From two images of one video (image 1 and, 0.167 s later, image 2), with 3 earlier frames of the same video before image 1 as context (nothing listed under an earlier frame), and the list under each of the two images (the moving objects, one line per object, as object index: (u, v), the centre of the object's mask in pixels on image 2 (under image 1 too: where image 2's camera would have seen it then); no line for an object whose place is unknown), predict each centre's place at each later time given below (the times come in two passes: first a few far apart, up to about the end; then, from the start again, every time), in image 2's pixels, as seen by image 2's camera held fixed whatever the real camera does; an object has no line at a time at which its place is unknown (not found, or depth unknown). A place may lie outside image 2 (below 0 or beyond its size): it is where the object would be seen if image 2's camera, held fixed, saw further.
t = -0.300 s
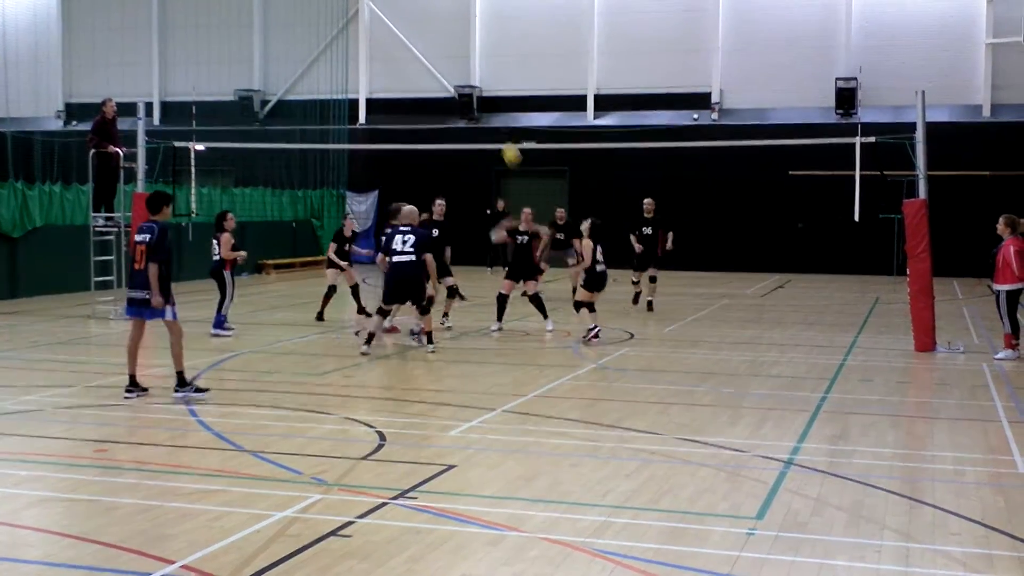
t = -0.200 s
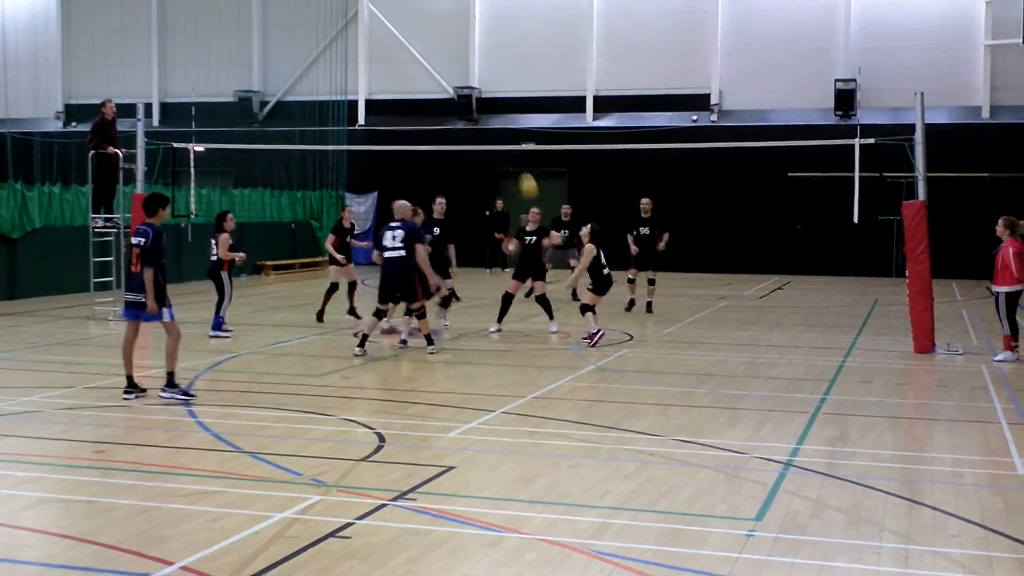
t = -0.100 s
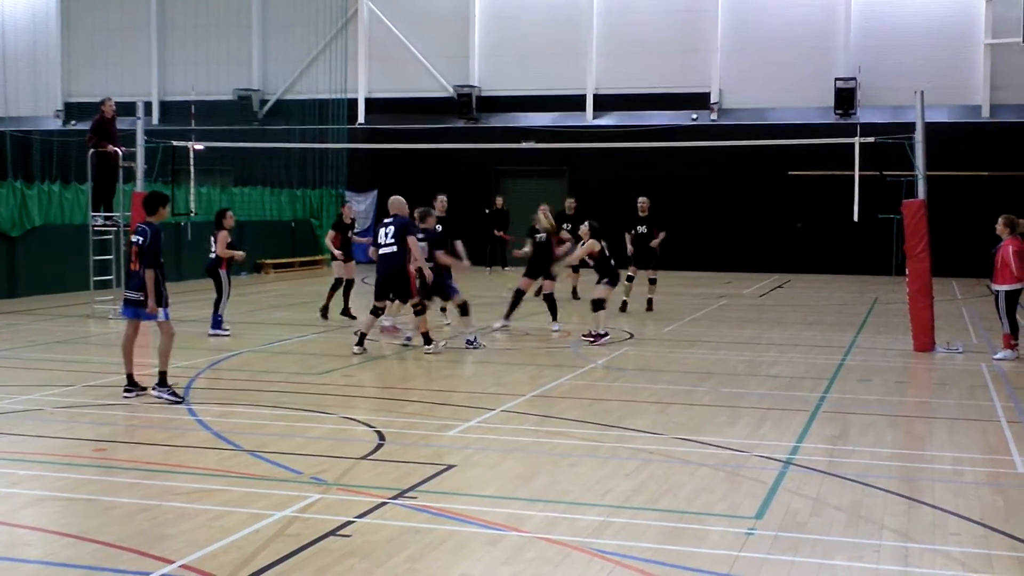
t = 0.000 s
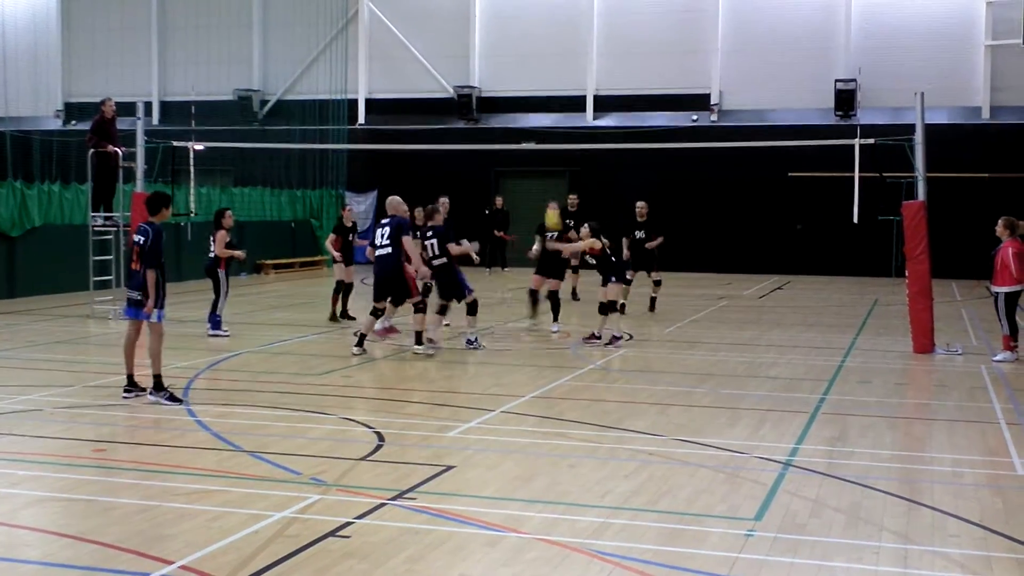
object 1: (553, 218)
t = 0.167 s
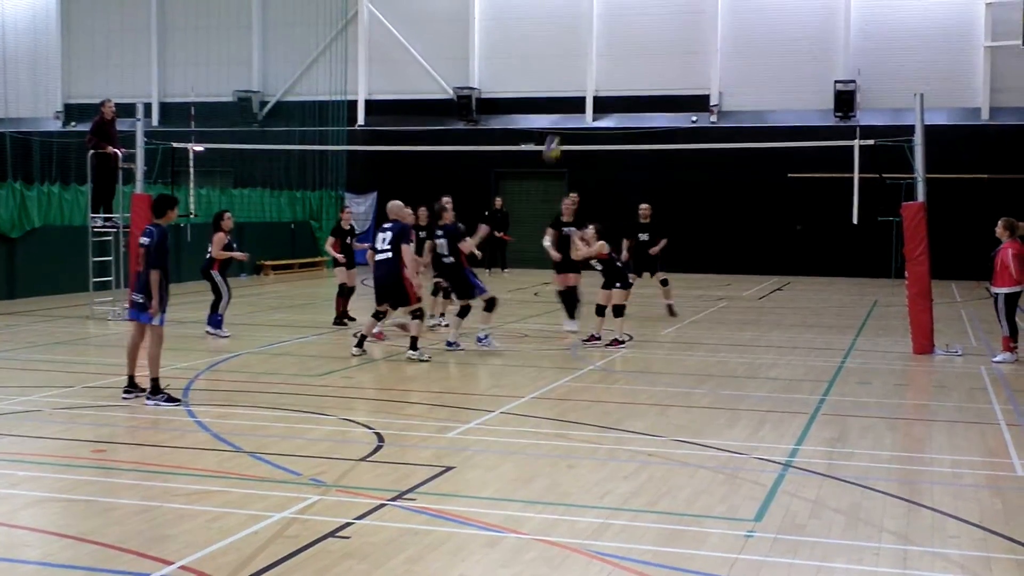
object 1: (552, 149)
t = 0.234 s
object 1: (551, 126)
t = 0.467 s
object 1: (550, 69)
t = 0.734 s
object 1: (546, 64)
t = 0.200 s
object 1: (552, 136)
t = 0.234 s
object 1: (551, 126)
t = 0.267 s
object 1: (551, 112)
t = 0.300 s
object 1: (550, 104)
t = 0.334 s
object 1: (550, 96)
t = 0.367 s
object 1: (550, 88)
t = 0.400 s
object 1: (550, 83)
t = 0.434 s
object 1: (549, 76)
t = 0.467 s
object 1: (550, 69)
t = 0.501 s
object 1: (549, 66)
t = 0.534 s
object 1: (548, 63)
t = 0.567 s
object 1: (548, 61)
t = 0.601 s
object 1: (548, 59)
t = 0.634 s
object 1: (550, 58)
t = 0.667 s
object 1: (547, 59)
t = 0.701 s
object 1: (547, 61)
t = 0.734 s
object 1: (546, 64)
